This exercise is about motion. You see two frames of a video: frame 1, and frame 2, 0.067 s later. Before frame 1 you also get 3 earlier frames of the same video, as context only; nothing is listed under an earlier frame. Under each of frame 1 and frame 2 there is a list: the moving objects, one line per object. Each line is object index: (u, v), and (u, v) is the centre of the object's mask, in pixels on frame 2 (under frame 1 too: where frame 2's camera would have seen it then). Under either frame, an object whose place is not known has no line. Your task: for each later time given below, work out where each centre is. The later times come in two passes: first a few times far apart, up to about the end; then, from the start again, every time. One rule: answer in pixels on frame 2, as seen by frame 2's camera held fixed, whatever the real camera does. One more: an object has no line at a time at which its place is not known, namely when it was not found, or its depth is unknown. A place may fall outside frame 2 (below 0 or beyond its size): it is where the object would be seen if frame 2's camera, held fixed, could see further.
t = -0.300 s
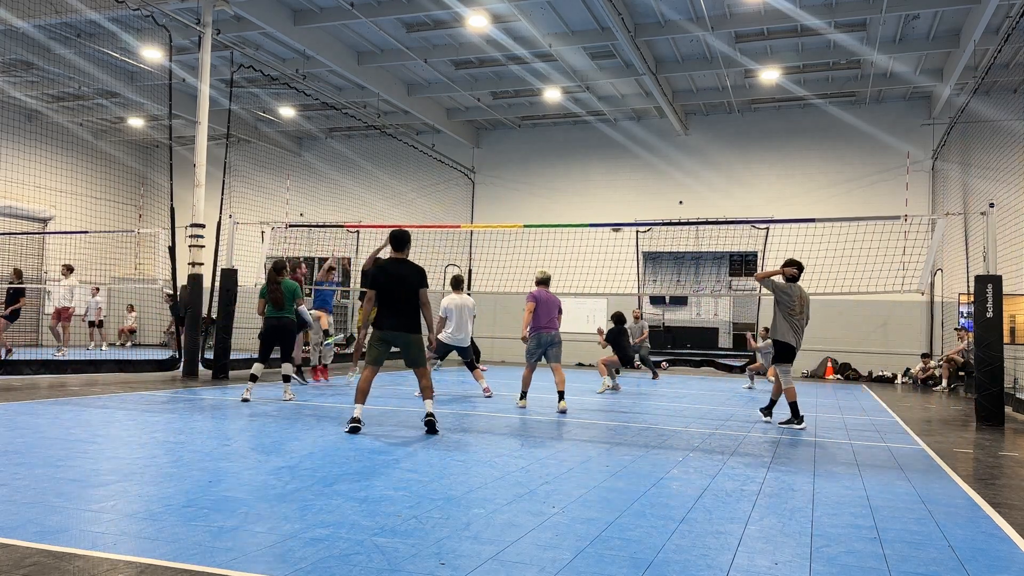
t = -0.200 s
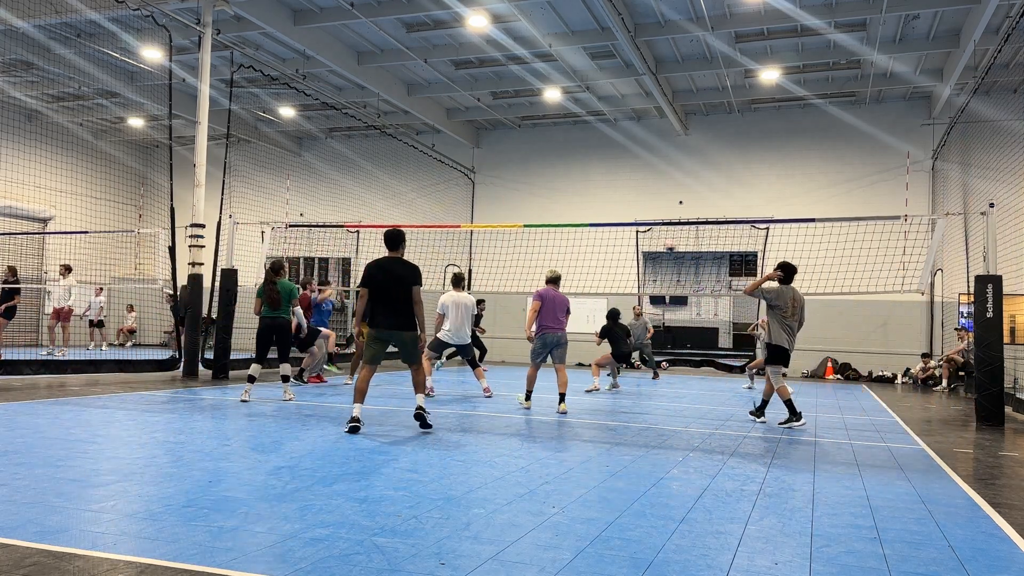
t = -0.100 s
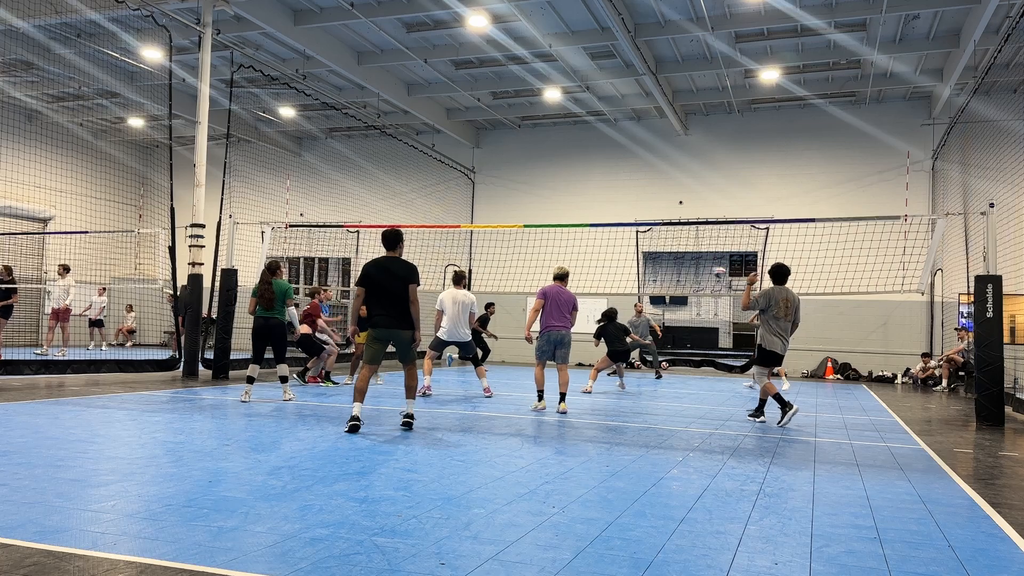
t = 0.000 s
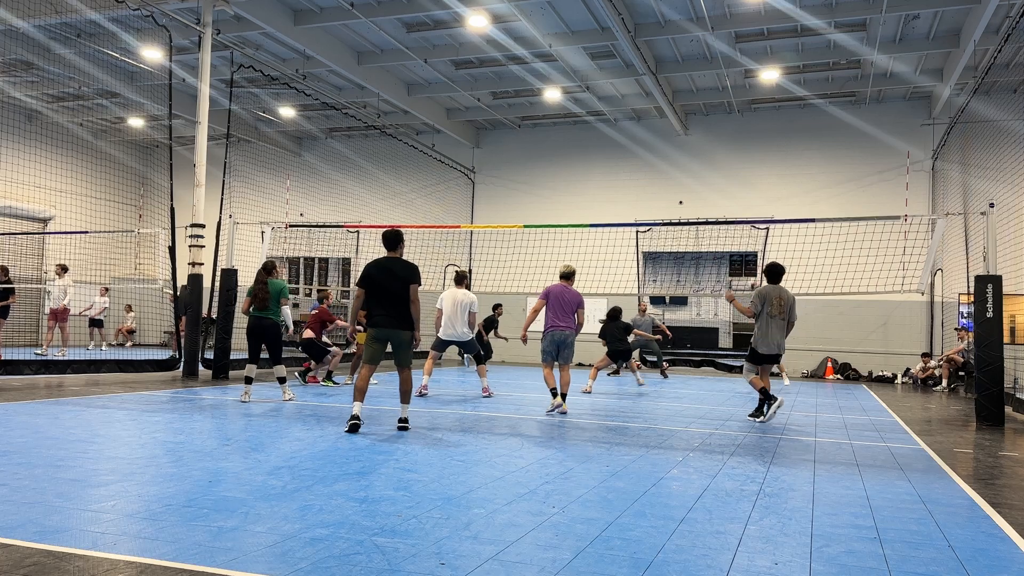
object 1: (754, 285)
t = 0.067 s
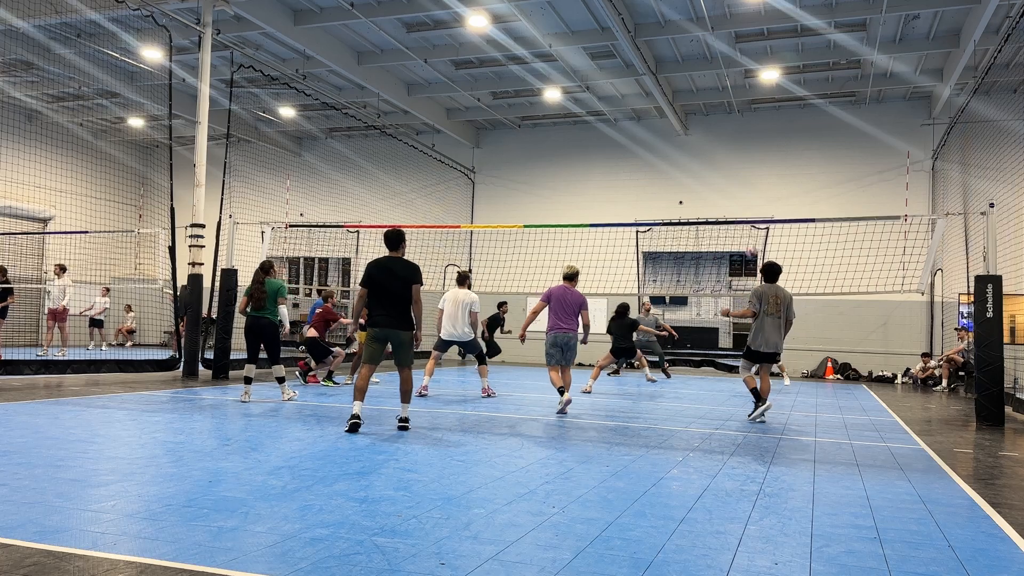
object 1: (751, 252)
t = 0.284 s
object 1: (742, 158)
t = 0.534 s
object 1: (733, 82)
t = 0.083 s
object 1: (750, 245)
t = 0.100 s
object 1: (747, 235)
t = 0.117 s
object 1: (748, 230)
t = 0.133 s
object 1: (747, 217)
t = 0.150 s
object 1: (747, 213)
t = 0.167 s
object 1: (747, 205)
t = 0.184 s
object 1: (746, 198)
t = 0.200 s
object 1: (745, 191)
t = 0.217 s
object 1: (745, 185)
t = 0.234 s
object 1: (744, 178)
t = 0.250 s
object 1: (744, 170)
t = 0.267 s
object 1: (743, 165)
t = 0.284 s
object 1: (742, 158)
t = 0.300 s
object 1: (742, 152)
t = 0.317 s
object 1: (741, 146)
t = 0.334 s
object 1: (741, 140)
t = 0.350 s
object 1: (740, 135)
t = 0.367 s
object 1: (739, 130)
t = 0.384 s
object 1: (738, 124)
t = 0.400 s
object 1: (738, 118)
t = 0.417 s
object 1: (737, 114)
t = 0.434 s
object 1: (736, 109)
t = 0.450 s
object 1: (736, 104)
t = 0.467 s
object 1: (735, 100)
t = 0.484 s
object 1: (735, 95)
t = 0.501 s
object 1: (734, 91)
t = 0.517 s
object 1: (733, 87)
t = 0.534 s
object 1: (733, 82)
